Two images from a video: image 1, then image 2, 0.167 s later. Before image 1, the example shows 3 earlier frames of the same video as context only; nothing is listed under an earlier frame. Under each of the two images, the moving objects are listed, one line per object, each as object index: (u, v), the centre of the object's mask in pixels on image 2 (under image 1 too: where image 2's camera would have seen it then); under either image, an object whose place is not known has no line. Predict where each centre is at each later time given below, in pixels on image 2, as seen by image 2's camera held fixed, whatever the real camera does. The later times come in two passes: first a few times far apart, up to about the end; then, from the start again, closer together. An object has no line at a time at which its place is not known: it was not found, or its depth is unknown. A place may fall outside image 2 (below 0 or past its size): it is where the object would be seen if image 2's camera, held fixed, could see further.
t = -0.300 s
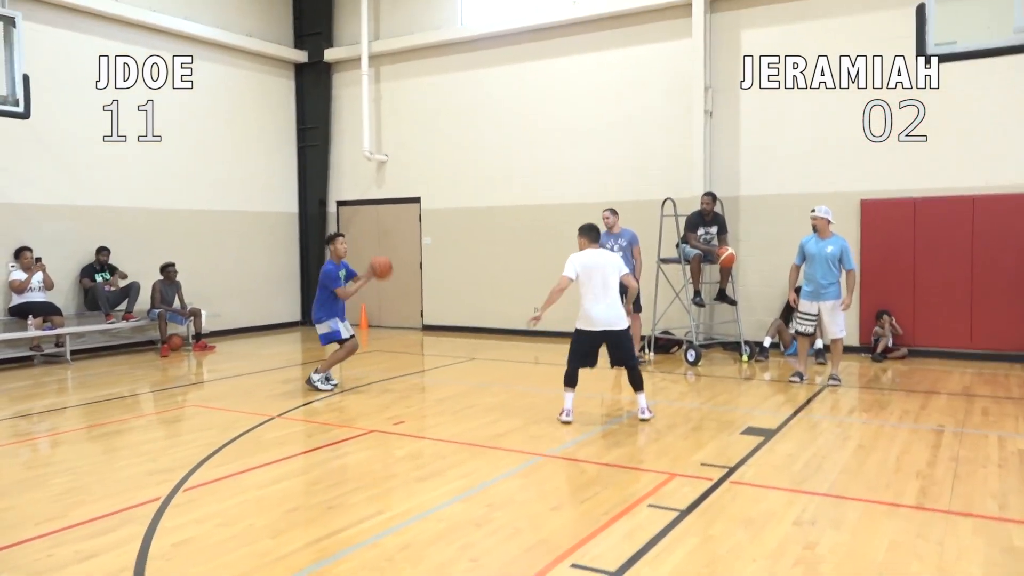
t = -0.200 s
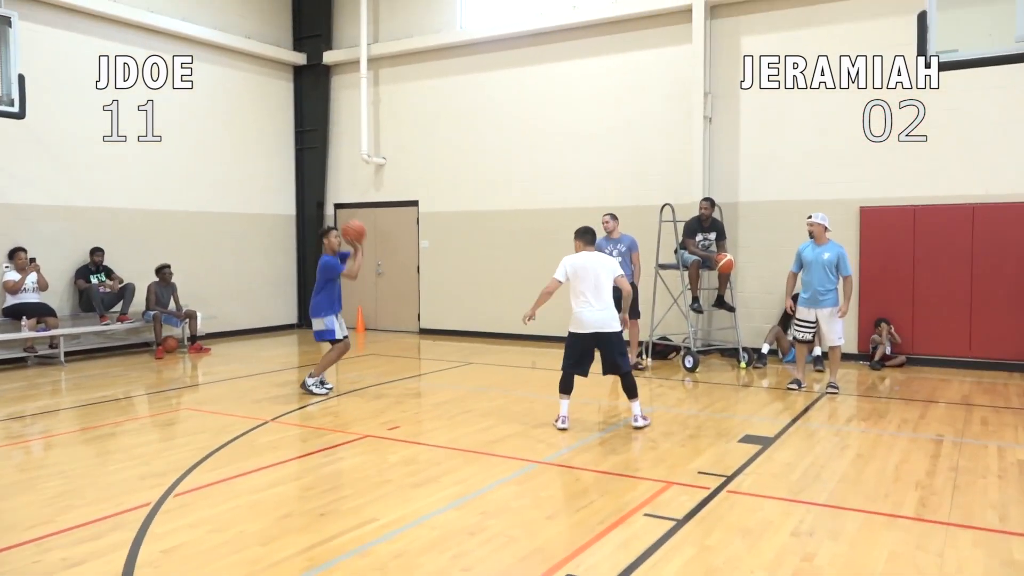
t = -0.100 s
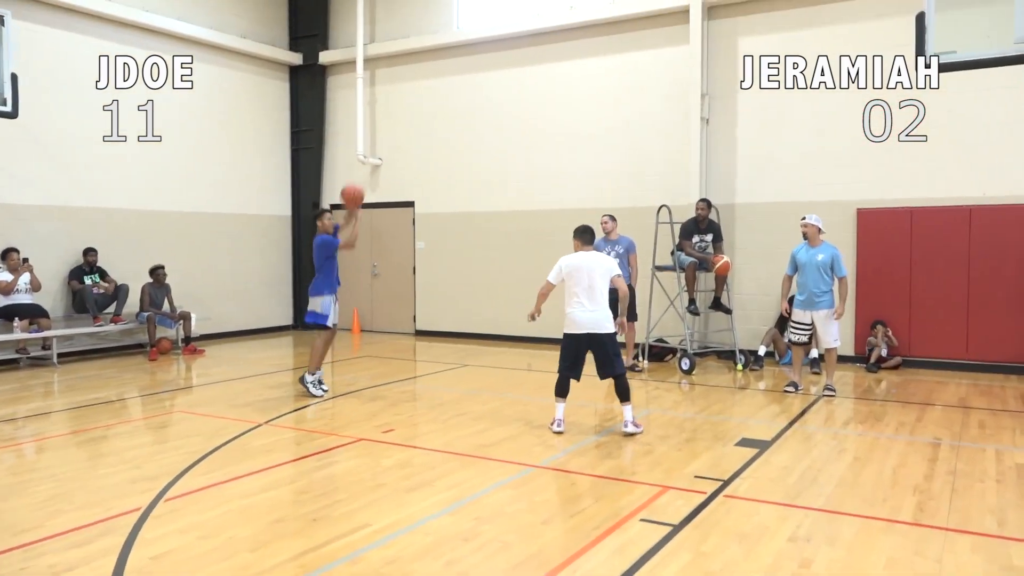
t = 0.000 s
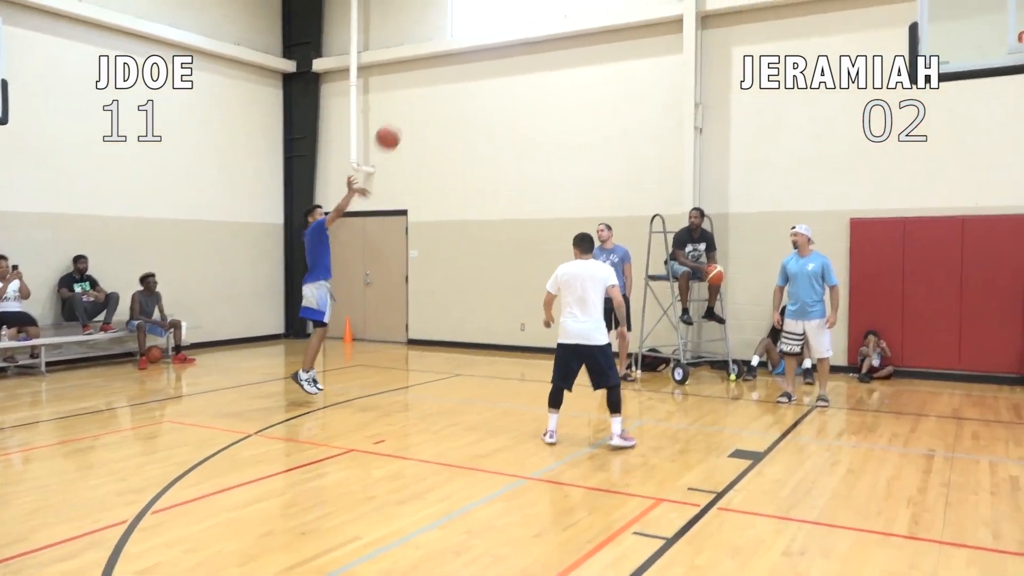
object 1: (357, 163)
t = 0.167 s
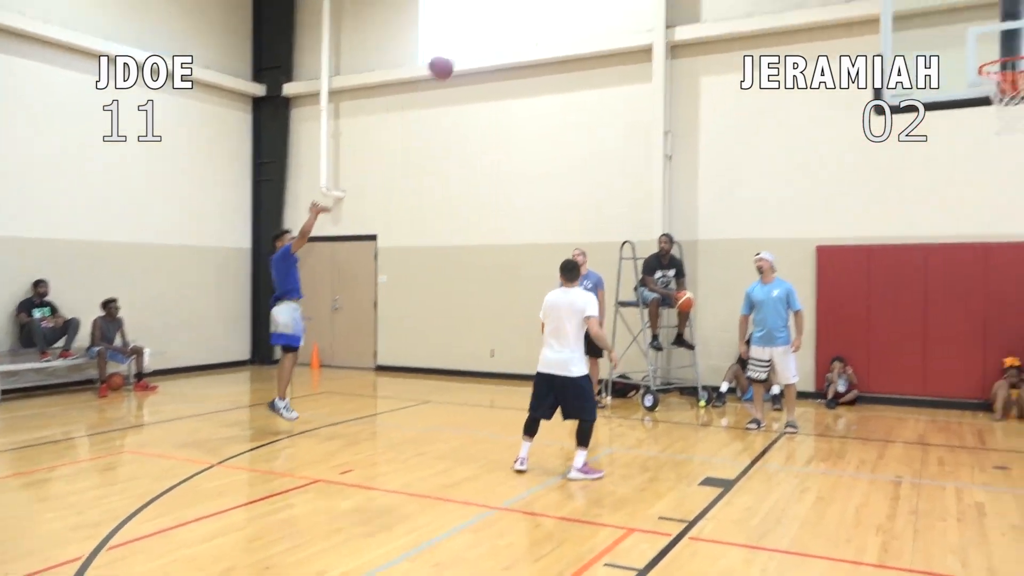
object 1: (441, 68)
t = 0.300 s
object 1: (511, 5)
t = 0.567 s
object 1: (664, -58)
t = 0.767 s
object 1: (792, -70)
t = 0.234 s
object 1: (475, 34)
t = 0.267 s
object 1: (494, 19)
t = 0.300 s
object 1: (511, 5)
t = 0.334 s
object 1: (528, -8)
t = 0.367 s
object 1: (547, -20)
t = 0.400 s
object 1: (566, -30)
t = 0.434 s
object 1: (586, -37)
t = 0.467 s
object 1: (605, -43)
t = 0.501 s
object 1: (624, -49)
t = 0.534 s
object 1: (643, -54)
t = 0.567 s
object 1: (664, -58)
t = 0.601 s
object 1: (685, -62)
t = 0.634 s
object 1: (705, -65)
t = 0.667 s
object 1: (726, -67)
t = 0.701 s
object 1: (747, -69)
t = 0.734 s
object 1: (769, -70)
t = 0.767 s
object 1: (792, -70)
